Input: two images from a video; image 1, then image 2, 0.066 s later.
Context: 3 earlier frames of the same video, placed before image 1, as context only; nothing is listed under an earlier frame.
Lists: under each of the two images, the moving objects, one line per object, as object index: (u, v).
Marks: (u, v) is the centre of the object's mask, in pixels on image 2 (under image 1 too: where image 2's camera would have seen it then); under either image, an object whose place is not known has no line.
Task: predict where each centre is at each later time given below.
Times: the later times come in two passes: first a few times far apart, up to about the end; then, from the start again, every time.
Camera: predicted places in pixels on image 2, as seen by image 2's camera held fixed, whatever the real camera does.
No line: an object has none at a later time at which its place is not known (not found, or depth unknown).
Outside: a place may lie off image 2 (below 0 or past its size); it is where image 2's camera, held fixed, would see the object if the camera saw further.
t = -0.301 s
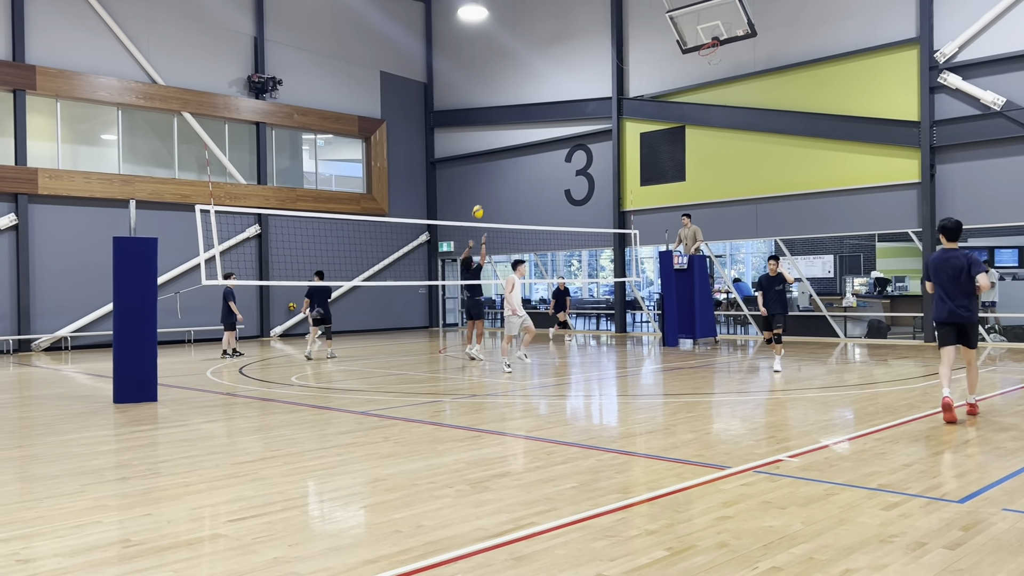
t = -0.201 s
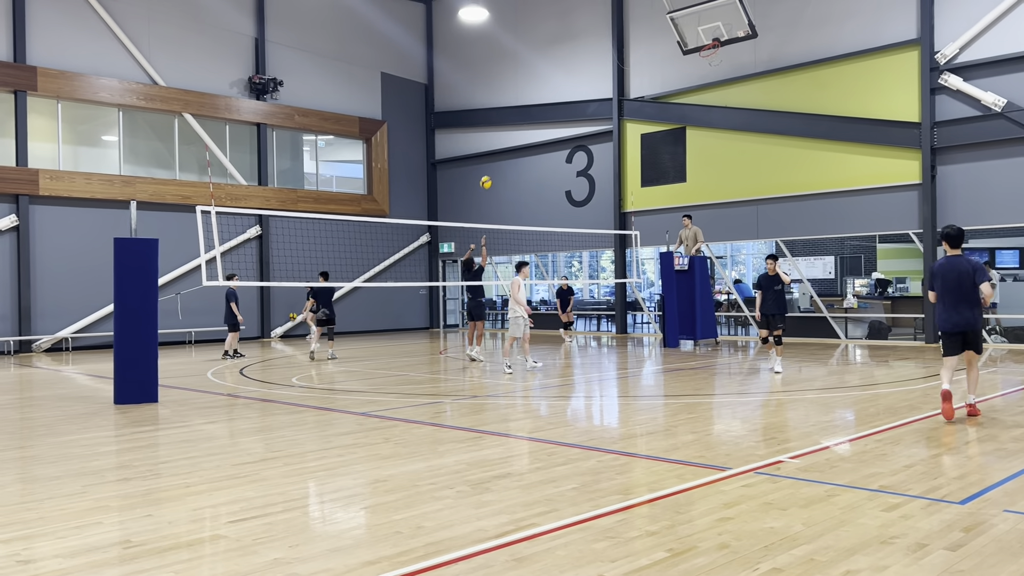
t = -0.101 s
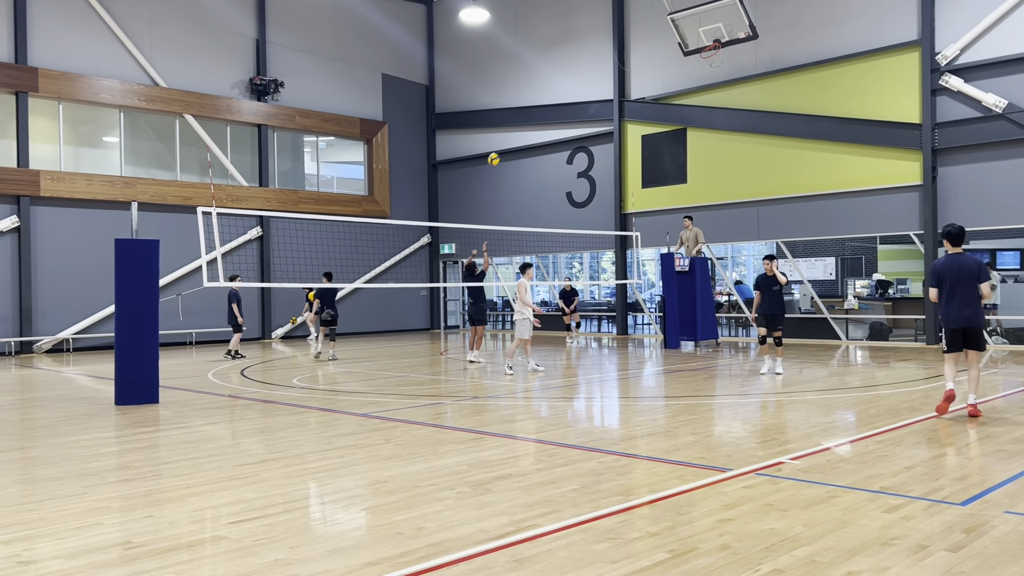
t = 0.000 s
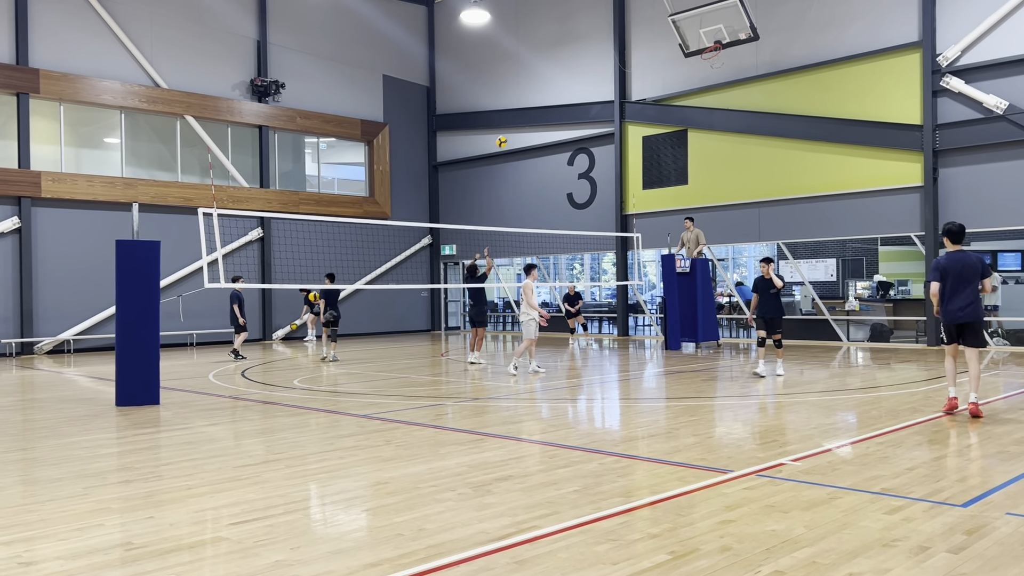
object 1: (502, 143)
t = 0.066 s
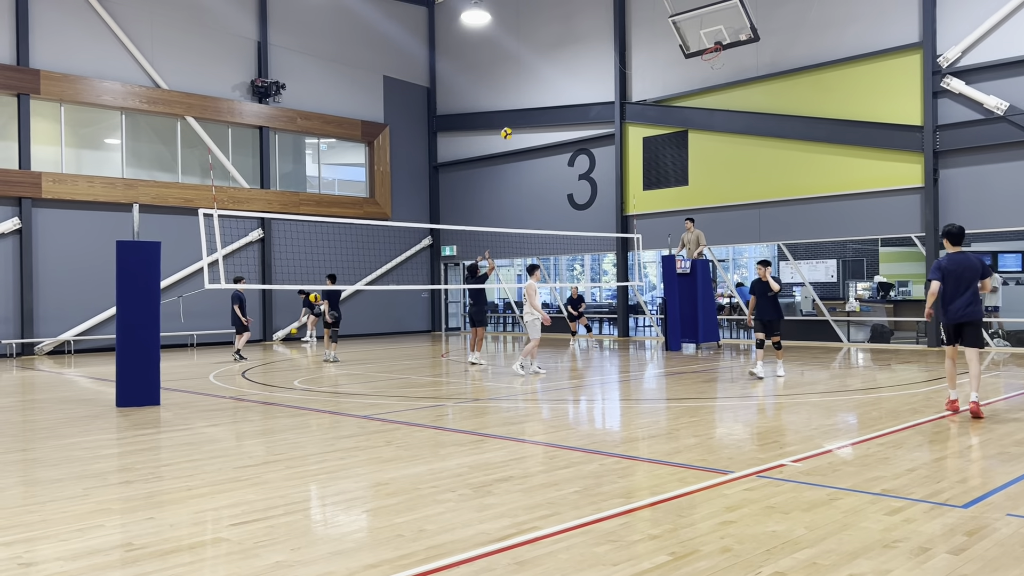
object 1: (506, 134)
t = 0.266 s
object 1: (520, 120)
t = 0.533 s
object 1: (538, 134)
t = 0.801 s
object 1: (555, 180)
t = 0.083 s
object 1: (508, 132)
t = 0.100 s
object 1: (509, 130)
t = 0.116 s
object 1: (510, 128)
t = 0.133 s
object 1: (511, 127)
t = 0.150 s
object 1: (512, 125)
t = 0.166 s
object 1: (513, 124)
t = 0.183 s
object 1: (515, 123)
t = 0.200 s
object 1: (516, 122)
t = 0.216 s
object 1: (517, 122)
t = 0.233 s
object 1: (518, 121)
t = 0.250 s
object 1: (519, 121)
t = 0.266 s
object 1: (520, 120)
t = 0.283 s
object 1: (521, 120)
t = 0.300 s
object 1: (523, 120)
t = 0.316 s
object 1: (524, 120)
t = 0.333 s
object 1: (525, 120)
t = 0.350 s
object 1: (526, 121)
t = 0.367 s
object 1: (527, 121)
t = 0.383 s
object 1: (528, 122)
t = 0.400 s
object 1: (530, 122)
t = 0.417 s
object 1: (531, 123)
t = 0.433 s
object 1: (532, 124)
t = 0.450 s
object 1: (533, 126)
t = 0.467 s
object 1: (534, 127)
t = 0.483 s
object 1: (535, 128)
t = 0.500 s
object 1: (536, 130)
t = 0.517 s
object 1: (537, 132)
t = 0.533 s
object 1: (538, 134)
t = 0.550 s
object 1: (539, 136)
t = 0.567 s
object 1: (540, 138)
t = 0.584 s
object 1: (541, 140)
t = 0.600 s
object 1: (543, 143)
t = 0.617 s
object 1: (544, 145)
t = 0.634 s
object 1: (545, 148)
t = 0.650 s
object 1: (546, 150)
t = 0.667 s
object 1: (547, 153)
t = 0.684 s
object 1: (548, 156)
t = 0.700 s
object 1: (549, 159)
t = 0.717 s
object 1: (550, 163)
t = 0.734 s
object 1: (551, 166)
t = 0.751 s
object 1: (552, 169)
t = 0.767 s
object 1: (553, 173)
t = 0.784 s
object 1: (554, 176)
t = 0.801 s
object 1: (555, 180)
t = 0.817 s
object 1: (556, 184)
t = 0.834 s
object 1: (557, 188)
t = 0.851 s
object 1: (558, 192)
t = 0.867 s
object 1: (559, 197)
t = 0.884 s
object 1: (560, 201)
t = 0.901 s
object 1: (561, 206)
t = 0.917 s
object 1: (562, 210)
